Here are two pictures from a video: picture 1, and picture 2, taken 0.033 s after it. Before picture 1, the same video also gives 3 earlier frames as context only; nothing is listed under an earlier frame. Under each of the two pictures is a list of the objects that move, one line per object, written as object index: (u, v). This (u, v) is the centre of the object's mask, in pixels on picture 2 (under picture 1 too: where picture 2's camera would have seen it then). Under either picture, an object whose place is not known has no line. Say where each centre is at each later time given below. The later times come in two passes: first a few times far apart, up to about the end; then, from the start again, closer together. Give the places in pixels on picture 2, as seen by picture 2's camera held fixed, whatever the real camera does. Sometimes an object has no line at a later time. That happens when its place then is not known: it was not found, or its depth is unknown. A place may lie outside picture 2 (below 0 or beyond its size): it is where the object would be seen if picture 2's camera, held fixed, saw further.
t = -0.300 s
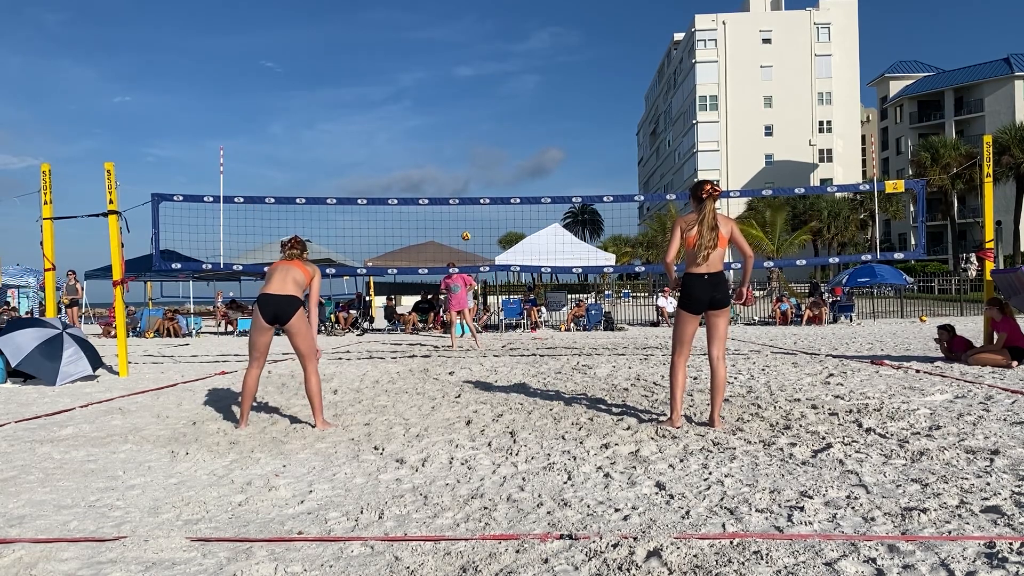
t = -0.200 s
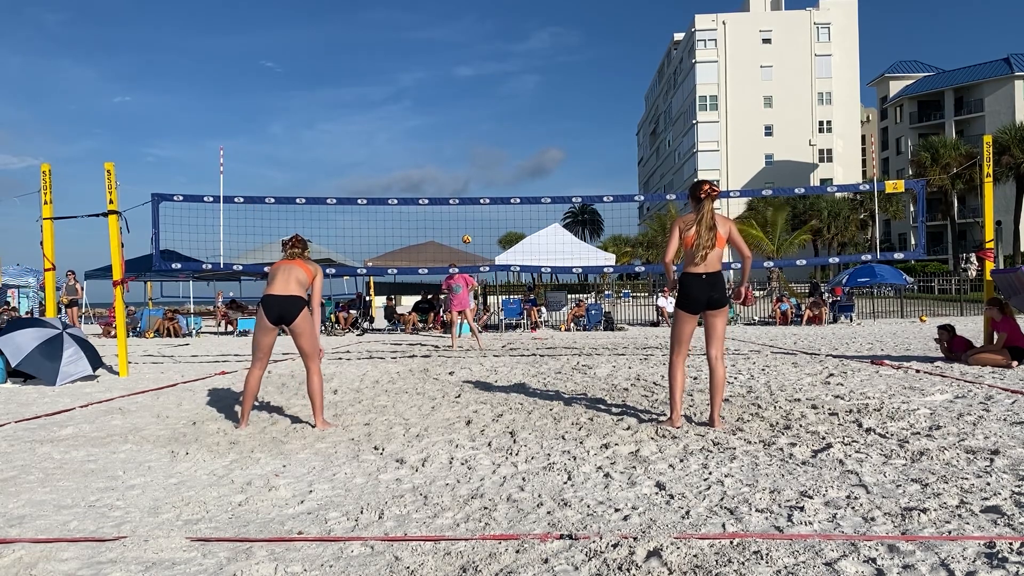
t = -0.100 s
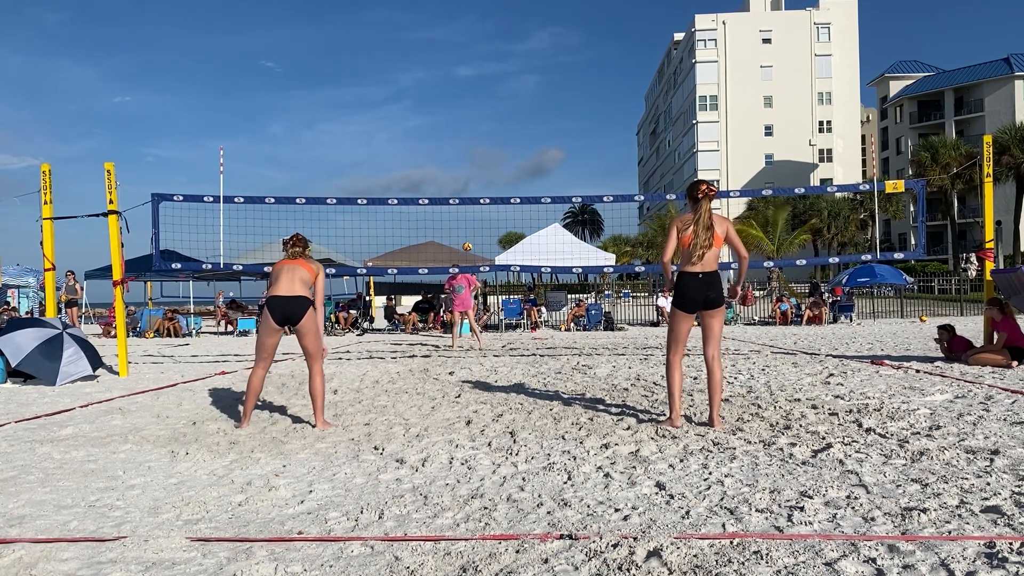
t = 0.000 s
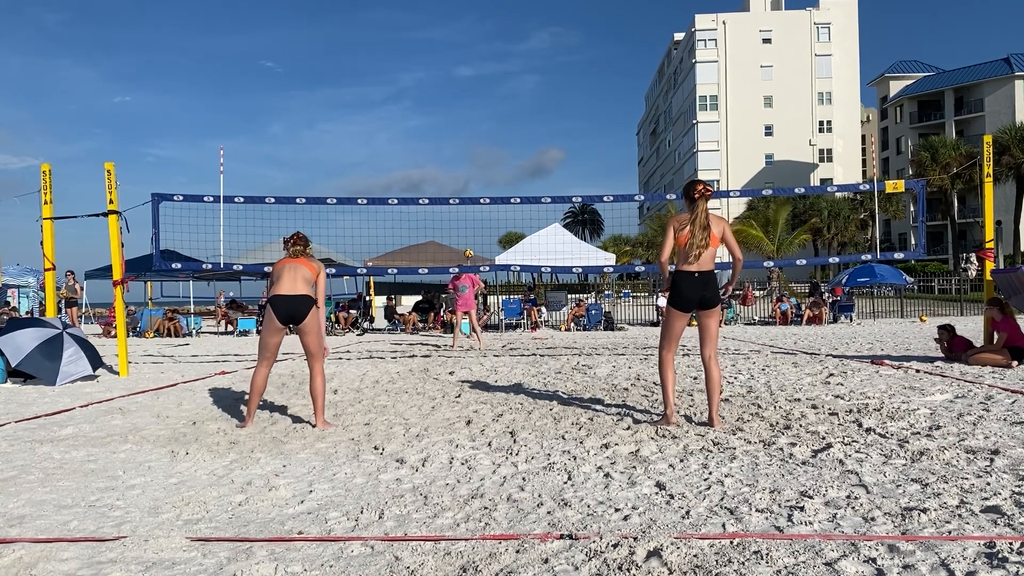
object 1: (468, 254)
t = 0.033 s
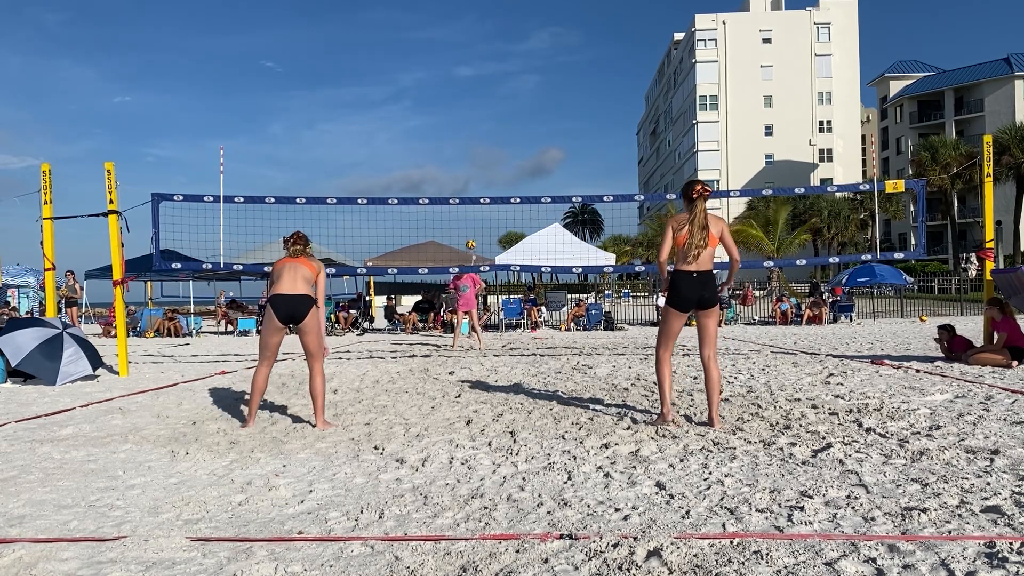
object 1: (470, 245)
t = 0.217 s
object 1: (482, 195)
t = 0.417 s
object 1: (494, 149)
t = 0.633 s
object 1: (508, 107)
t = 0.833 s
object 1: (520, 86)
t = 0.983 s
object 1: (527, 92)
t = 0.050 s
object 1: (471, 240)
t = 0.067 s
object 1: (473, 235)
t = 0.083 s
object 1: (474, 231)
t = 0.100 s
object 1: (475, 226)
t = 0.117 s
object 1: (476, 222)
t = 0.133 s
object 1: (477, 218)
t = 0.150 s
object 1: (478, 213)
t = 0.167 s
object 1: (479, 209)
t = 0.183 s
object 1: (480, 207)
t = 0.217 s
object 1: (482, 195)
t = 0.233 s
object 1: (483, 192)
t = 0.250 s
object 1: (484, 188)
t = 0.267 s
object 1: (485, 184)
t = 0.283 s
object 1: (486, 180)
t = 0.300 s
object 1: (487, 176)
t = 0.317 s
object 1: (489, 172)
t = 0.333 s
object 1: (490, 168)
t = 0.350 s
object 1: (490, 164)
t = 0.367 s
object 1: (491, 160)
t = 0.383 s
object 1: (492, 157)
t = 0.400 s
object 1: (494, 153)
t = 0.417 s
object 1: (494, 149)
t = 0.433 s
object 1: (495, 146)
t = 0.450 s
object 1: (496, 142)
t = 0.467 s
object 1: (497, 139)
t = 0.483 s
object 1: (498, 135)
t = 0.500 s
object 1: (499, 131)
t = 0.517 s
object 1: (500, 128)
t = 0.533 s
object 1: (501, 125)
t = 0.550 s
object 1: (502, 122)
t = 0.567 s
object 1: (503, 118)
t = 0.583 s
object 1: (504, 115)
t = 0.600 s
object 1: (505, 112)
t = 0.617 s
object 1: (507, 110)
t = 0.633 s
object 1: (508, 107)
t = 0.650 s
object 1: (509, 104)
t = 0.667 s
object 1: (510, 101)
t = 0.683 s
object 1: (511, 99)
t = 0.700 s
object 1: (512, 97)
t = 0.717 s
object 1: (513, 95)
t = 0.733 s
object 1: (514, 93)
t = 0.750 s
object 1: (515, 91)
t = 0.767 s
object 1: (516, 90)
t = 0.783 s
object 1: (517, 88)
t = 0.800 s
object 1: (518, 87)
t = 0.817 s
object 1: (519, 86)
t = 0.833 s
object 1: (520, 86)
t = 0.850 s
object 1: (521, 85)
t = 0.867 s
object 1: (522, 85)
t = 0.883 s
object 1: (523, 85)
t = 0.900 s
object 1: (523, 85)
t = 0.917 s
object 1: (524, 86)
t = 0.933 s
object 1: (525, 87)
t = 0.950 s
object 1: (526, 88)
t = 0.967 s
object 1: (526, 90)
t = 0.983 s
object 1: (527, 92)
